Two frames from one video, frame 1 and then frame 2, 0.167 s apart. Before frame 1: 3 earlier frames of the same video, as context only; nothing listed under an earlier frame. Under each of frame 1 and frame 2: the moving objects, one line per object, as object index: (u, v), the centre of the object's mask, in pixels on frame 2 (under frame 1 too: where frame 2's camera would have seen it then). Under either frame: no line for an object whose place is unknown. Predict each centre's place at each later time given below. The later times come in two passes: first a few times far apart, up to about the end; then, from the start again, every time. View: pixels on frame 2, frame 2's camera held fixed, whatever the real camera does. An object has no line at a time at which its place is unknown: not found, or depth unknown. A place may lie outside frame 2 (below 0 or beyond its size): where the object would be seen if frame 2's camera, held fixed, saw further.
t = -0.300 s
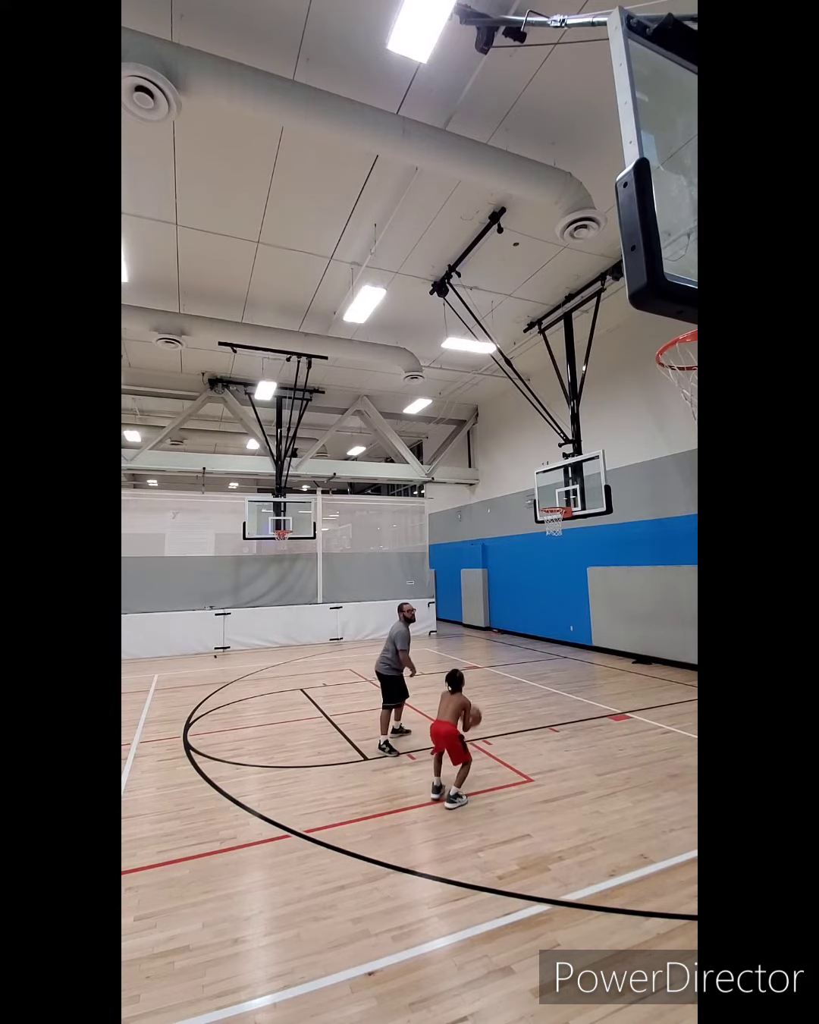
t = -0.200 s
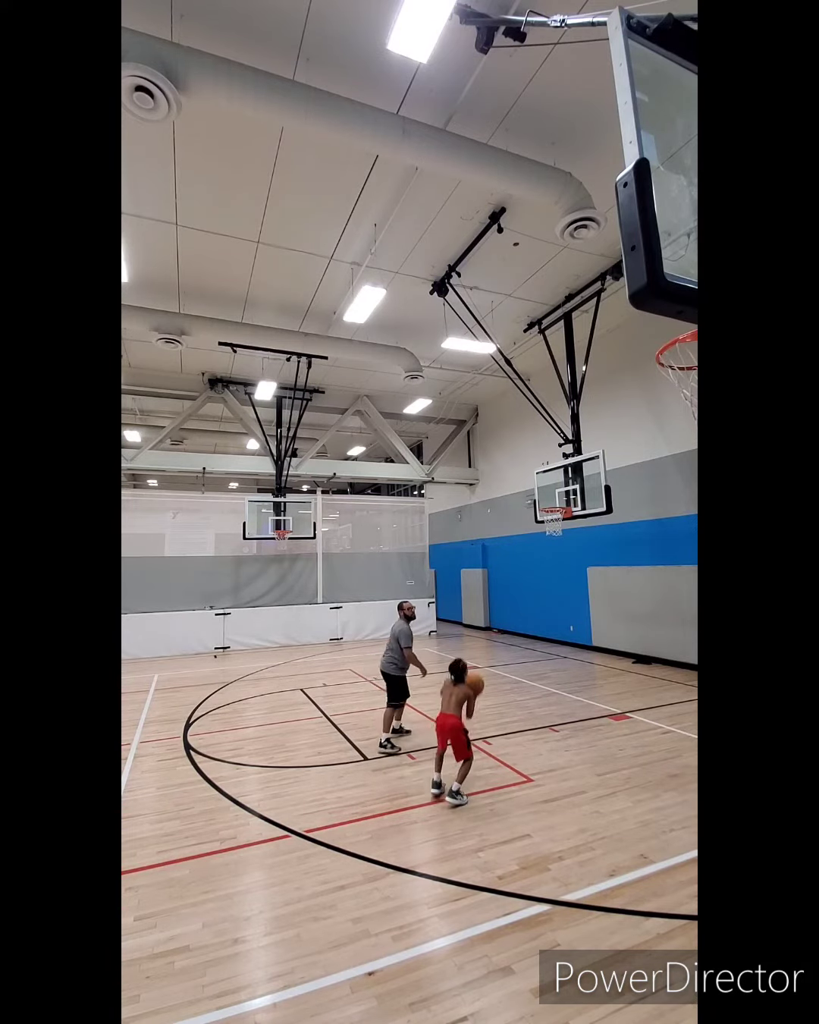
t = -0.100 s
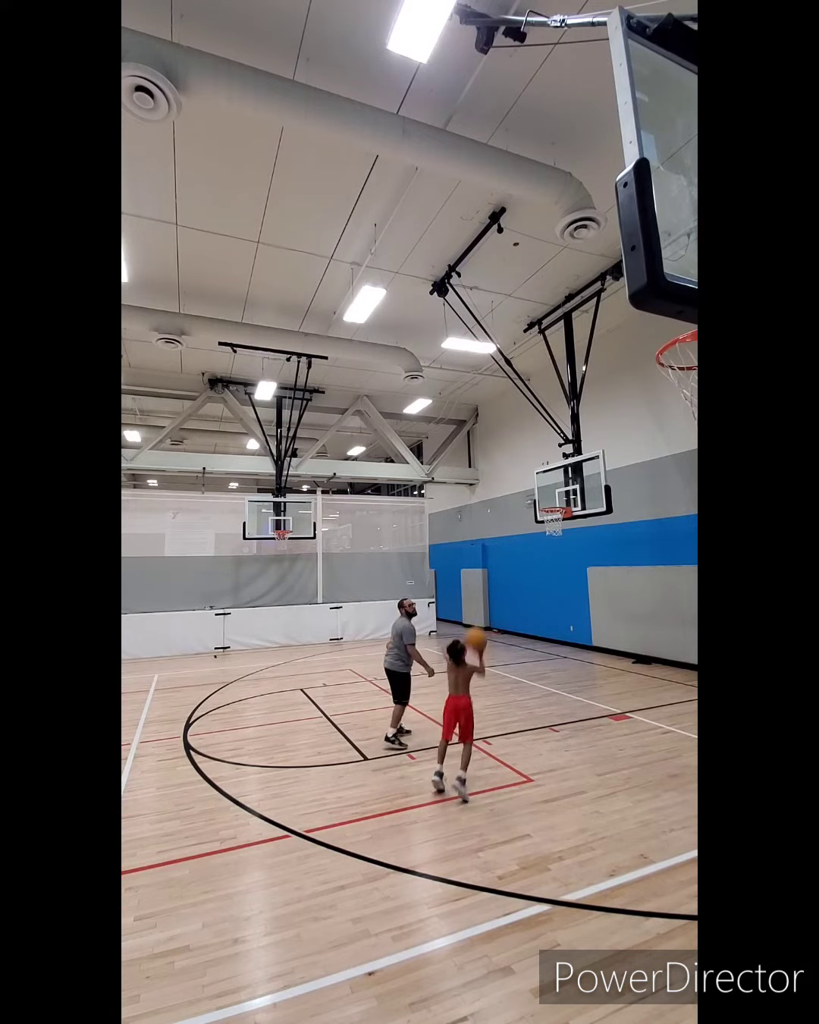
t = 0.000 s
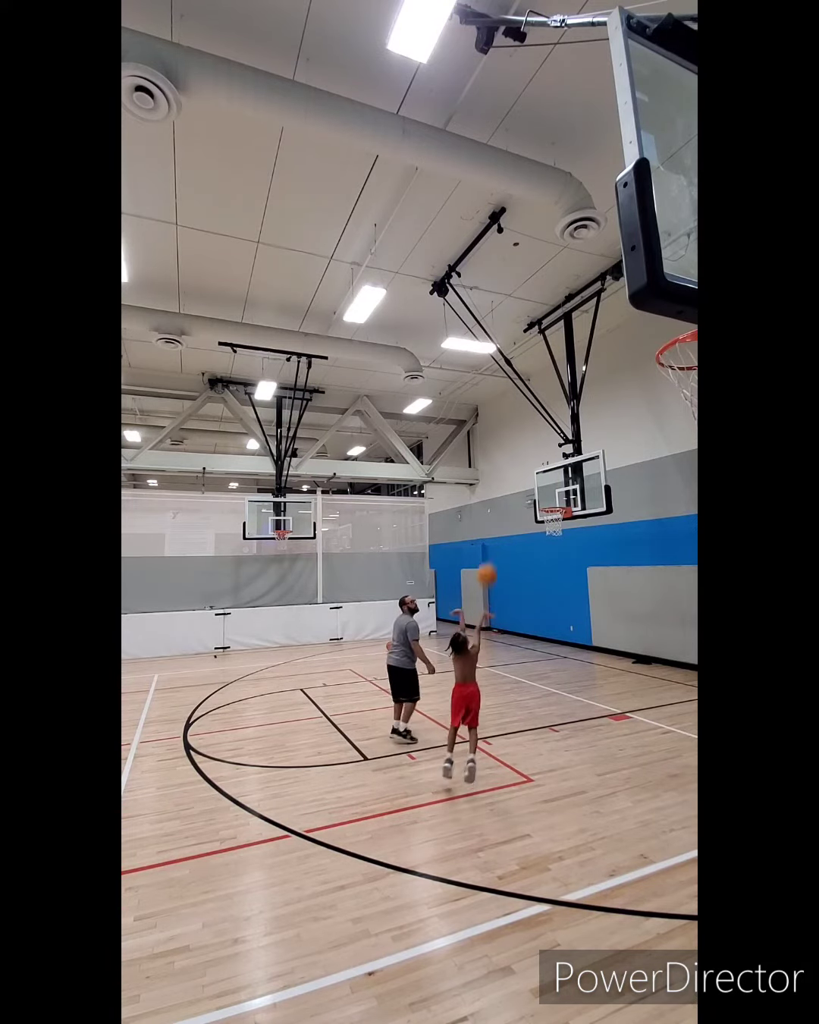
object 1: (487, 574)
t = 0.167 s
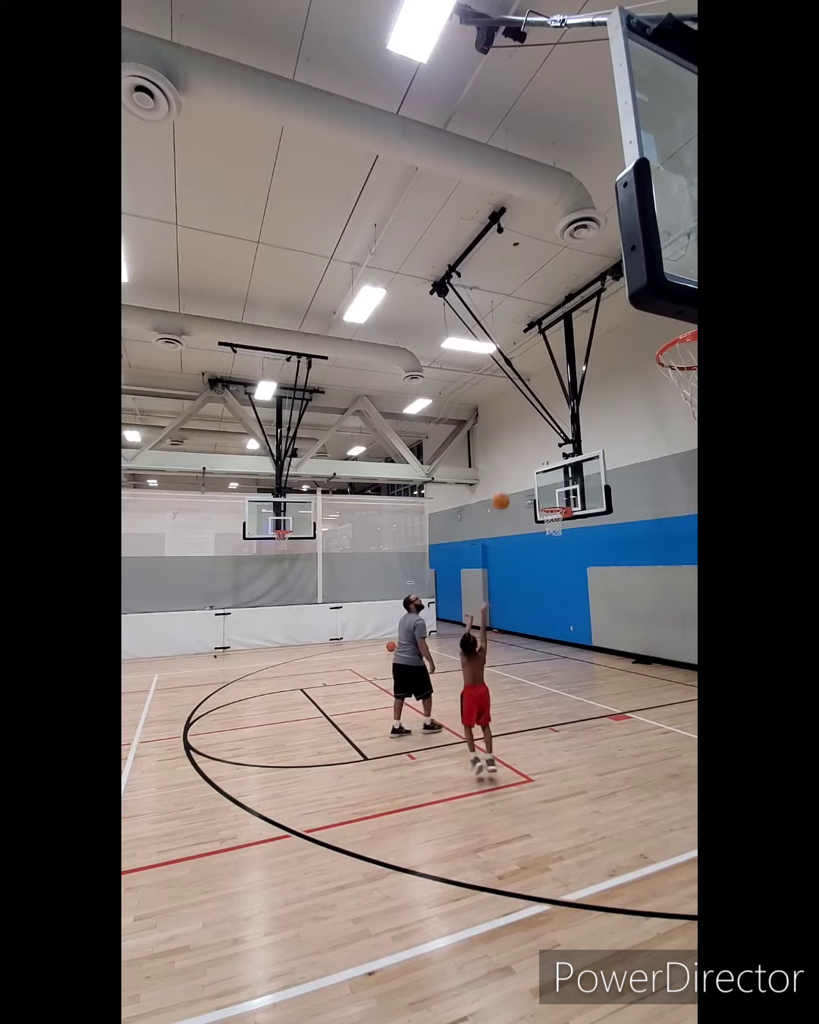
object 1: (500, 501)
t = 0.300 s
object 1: (511, 468)
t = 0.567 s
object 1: (528, 448)
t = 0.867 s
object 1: (546, 477)
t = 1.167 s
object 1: (559, 524)
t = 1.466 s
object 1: (556, 564)
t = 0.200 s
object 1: (503, 491)
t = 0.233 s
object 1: (506, 482)
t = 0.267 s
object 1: (508, 475)
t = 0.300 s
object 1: (511, 468)
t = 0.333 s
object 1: (513, 463)
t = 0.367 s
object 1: (515, 458)
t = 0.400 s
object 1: (517, 454)
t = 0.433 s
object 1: (520, 451)
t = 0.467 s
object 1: (522, 449)
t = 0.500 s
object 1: (524, 448)
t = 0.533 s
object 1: (526, 448)
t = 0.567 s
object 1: (528, 448)
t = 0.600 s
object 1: (530, 449)
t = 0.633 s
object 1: (532, 450)
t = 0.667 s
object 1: (534, 453)
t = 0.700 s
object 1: (536, 456)
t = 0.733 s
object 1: (539, 459)
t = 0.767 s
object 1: (541, 463)
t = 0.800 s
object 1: (543, 467)
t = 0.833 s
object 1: (545, 472)
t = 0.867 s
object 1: (546, 477)
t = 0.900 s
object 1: (549, 483)
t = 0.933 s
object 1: (551, 490)
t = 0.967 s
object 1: (552, 496)
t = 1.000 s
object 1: (555, 503)
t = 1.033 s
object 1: (555, 512)
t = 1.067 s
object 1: (558, 518)
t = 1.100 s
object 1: (560, 522)
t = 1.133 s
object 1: (559, 523)
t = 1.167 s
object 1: (559, 524)
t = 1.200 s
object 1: (559, 527)
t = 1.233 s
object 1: (558, 530)
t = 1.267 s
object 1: (558, 533)
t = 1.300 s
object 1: (557, 537)
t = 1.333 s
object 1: (556, 542)
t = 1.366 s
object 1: (556, 547)
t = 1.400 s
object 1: (556, 552)
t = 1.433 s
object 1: (556, 558)
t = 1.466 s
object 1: (556, 564)
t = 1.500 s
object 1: (556, 571)
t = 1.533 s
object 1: (555, 578)
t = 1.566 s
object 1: (555, 587)
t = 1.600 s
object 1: (555, 595)
